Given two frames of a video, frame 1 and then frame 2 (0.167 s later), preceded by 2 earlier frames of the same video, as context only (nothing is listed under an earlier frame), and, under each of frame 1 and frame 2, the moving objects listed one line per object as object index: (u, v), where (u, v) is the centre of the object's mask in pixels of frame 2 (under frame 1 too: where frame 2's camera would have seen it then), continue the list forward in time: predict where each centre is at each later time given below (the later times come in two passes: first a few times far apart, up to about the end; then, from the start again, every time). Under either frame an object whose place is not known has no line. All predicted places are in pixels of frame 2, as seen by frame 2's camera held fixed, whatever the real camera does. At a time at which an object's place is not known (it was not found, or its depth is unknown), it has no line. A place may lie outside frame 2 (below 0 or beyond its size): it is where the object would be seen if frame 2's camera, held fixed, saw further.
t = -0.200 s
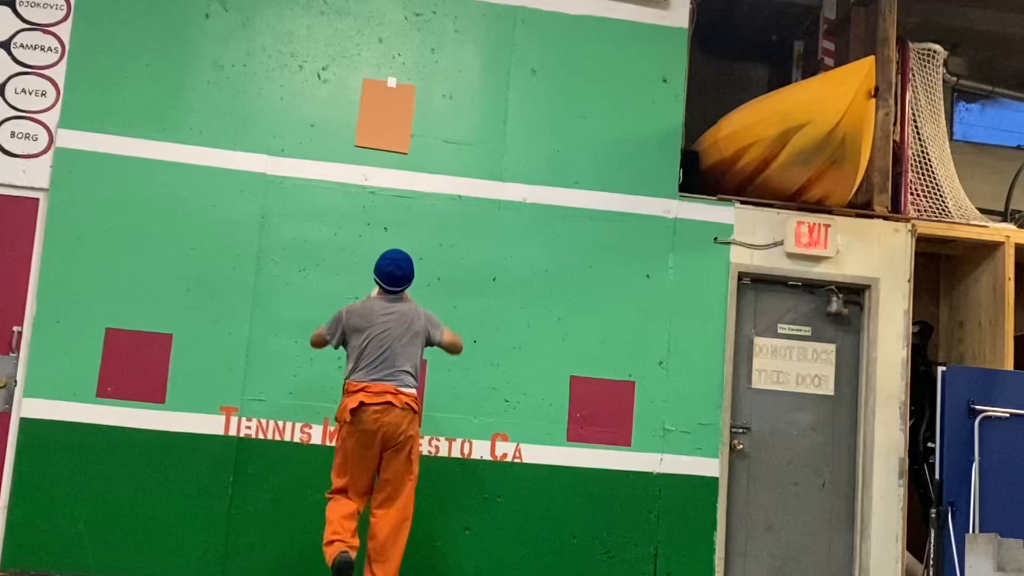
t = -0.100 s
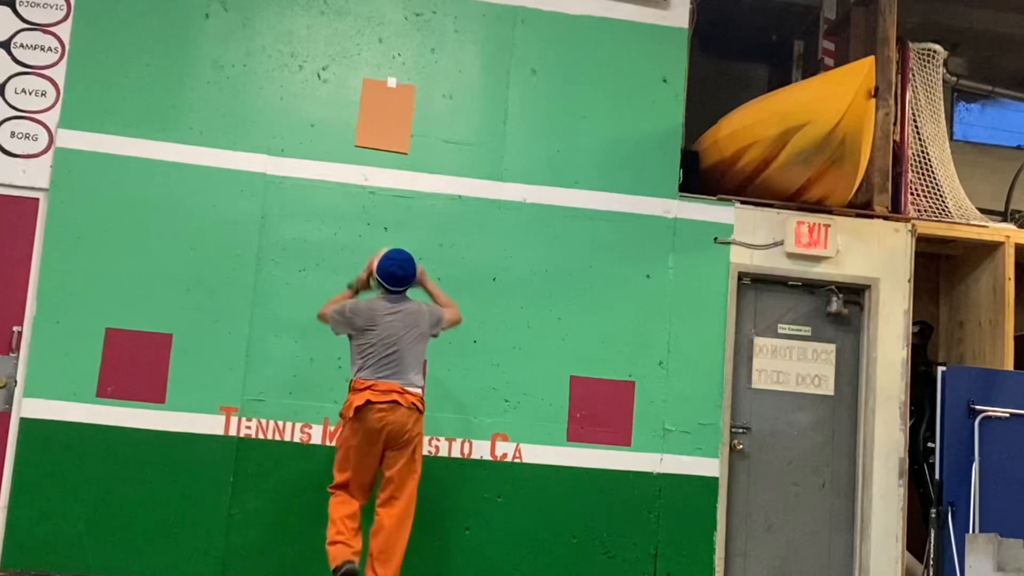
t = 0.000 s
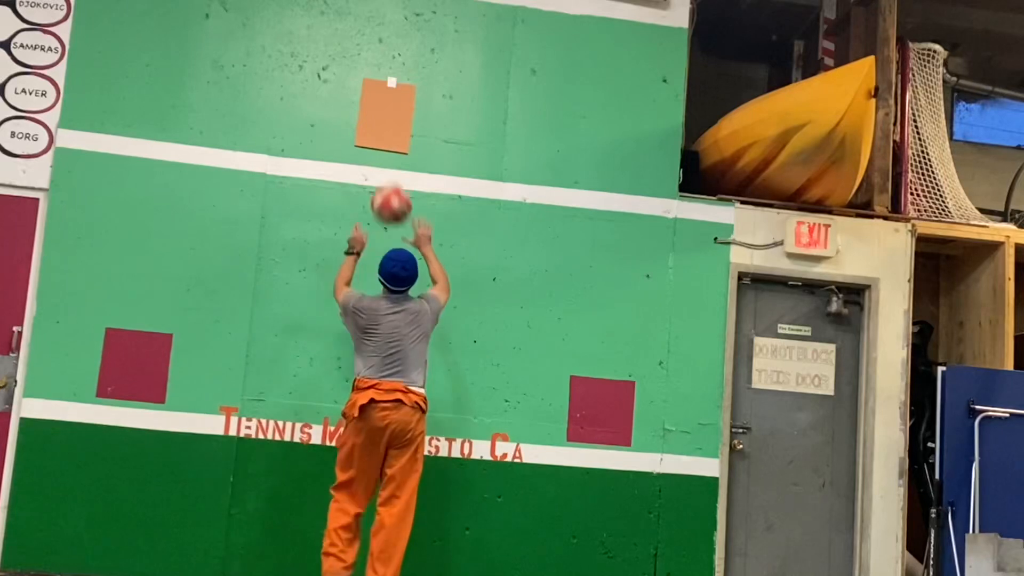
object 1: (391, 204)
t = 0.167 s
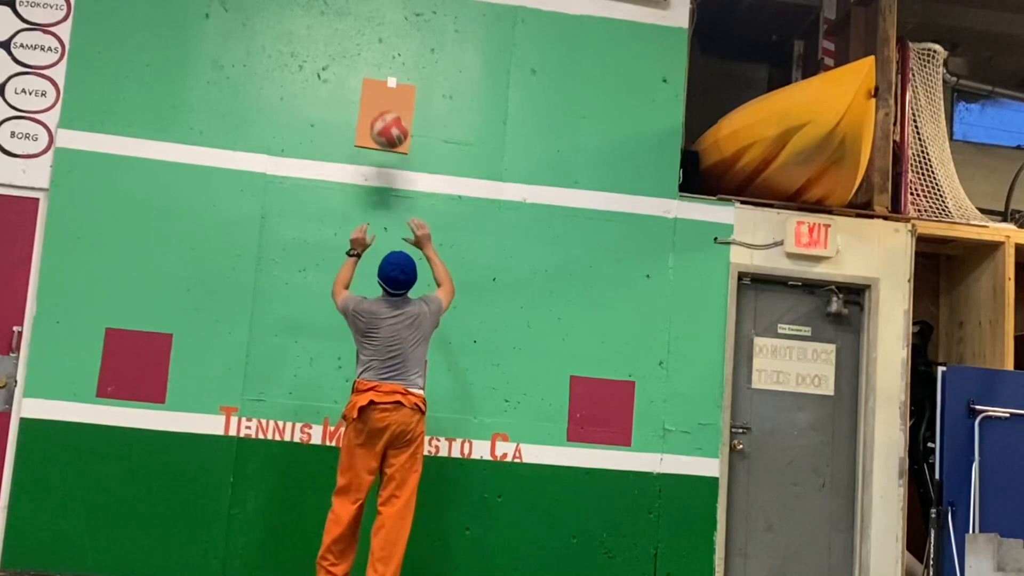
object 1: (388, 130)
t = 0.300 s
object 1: (385, 111)
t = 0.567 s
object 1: (381, 129)
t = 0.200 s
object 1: (388, 122)
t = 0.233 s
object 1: (387, 117)
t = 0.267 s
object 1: (386, 113)
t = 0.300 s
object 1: (385, 111)
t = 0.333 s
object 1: (385, 107)
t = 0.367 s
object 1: (384, 105)
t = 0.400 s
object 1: (384, 104)
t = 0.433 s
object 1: (384, 105)
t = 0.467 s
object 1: (384, 108)
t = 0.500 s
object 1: (383, 113)
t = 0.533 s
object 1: (382, 120)
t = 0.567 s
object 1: (381, 129)
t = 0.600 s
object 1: (380, 140)
